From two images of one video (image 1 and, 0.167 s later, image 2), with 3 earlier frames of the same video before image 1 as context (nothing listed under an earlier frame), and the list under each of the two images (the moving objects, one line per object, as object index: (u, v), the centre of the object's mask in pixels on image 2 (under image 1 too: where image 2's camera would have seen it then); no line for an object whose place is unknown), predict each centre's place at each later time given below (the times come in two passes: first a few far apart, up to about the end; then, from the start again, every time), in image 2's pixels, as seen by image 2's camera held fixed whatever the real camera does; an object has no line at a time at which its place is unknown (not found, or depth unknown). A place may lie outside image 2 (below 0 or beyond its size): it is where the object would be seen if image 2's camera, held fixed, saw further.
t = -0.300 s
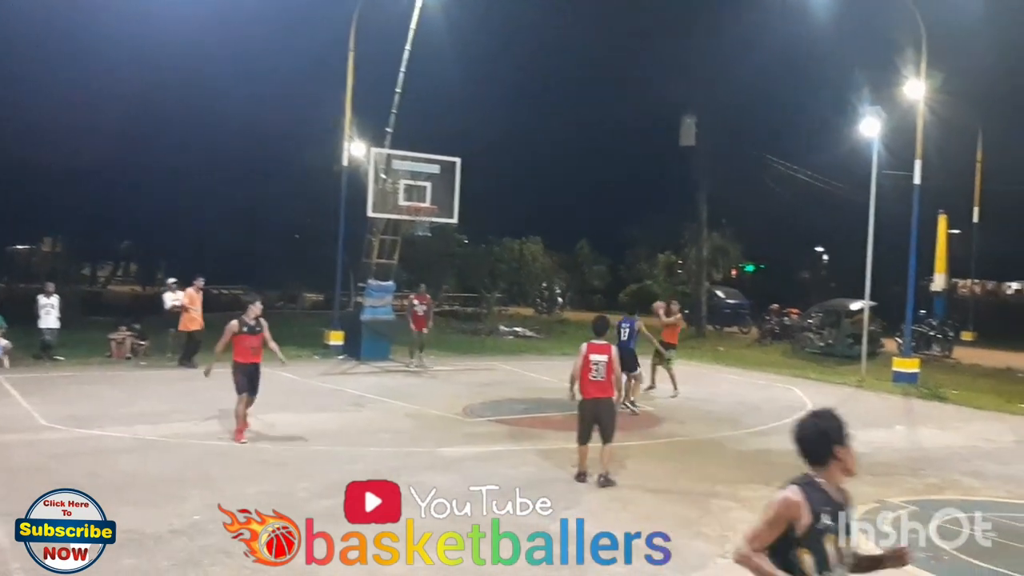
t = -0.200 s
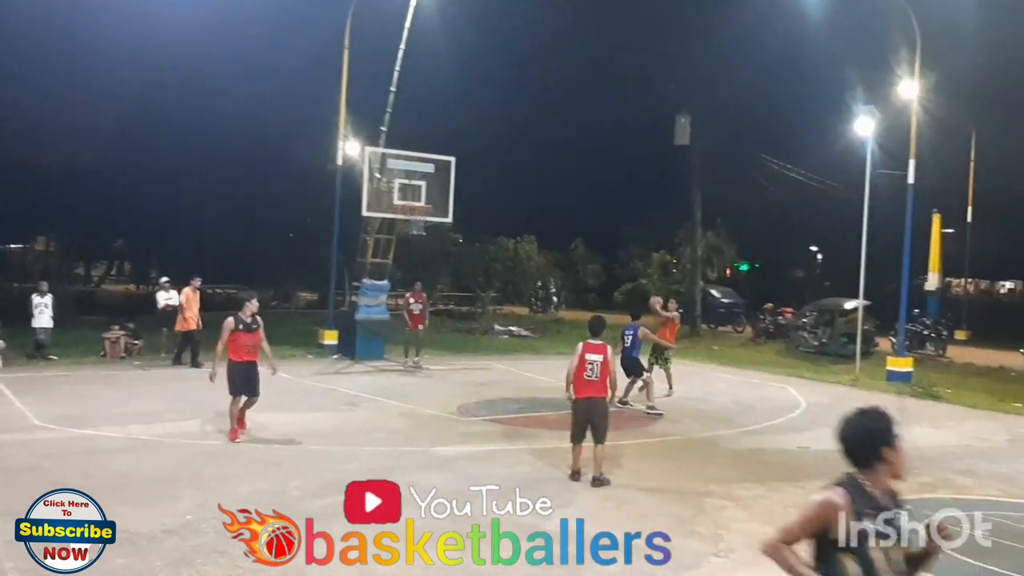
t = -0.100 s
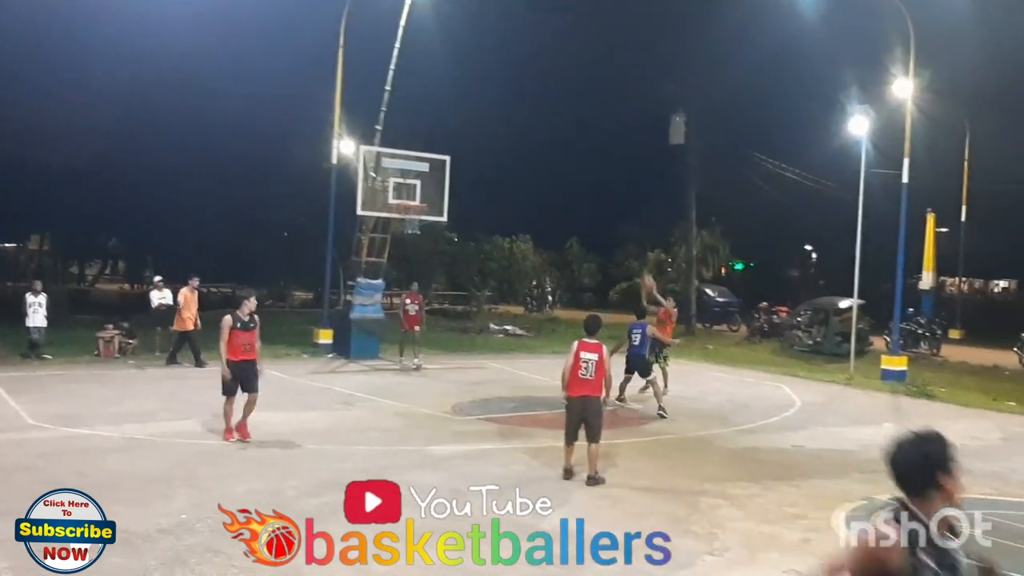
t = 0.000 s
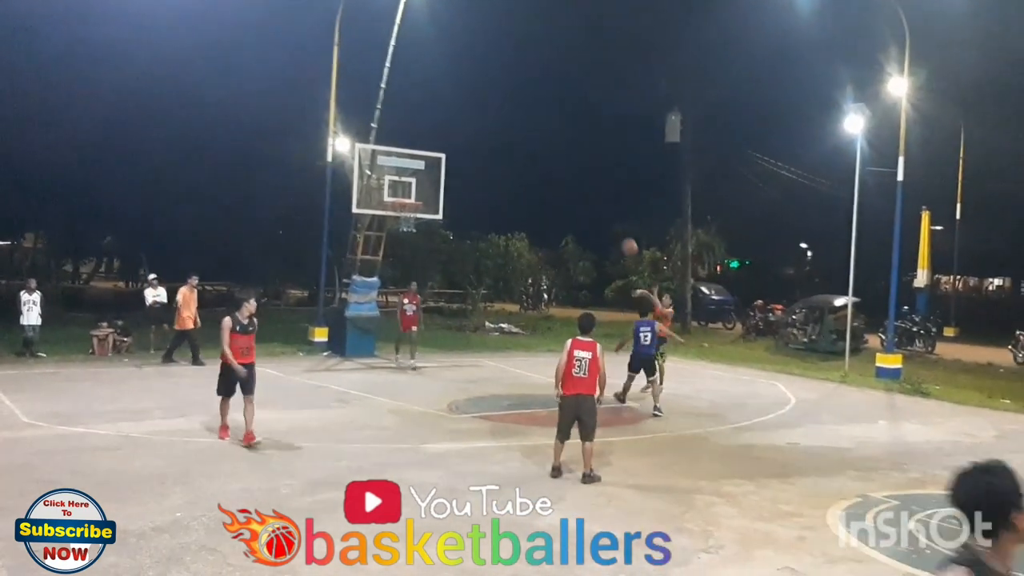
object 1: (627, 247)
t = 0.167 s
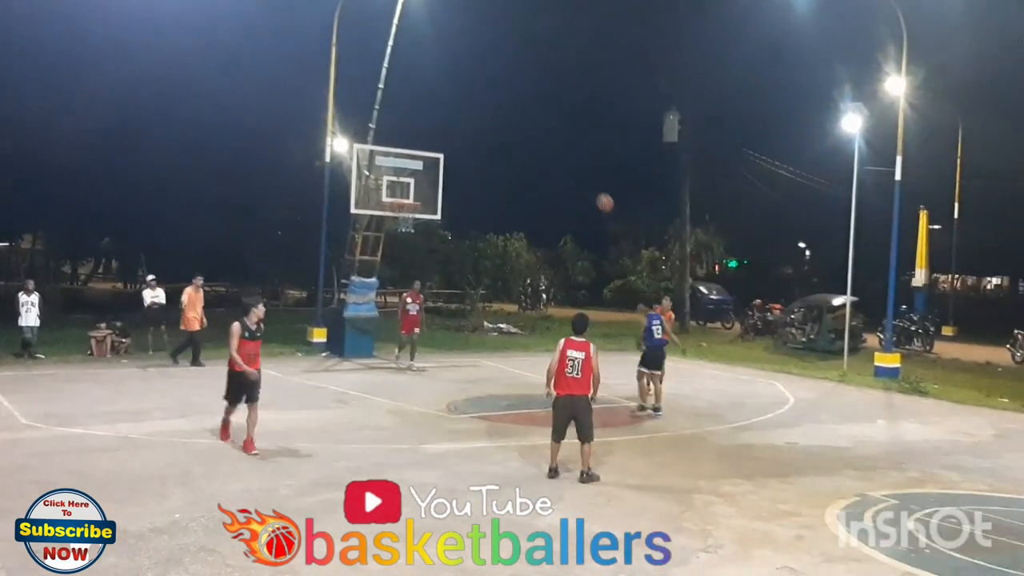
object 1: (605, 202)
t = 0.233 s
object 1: (595, 188)
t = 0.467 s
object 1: (552, 155)
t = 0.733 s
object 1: (493, 164)
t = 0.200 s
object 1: (599, 195)
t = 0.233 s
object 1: (595, 188)
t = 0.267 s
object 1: (589, 181)
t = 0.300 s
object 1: (583, 175)
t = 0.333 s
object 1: (577, 170)
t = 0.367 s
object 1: (571, 165)
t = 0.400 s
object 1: (565, 161)
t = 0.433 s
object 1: (558, 157)
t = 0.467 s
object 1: (552, 155)
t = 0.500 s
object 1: (545, 154)
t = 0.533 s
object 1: (538, 153)
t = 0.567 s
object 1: (532, 152)
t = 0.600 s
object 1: (525, 153)
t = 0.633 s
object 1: (517, 154)
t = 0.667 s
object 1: (510, 156)
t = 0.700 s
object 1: (502, 159)
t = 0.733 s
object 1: (493, 164)
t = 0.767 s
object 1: (485, 168)
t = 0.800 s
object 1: (476, 175)
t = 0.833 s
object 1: (466, 184)
